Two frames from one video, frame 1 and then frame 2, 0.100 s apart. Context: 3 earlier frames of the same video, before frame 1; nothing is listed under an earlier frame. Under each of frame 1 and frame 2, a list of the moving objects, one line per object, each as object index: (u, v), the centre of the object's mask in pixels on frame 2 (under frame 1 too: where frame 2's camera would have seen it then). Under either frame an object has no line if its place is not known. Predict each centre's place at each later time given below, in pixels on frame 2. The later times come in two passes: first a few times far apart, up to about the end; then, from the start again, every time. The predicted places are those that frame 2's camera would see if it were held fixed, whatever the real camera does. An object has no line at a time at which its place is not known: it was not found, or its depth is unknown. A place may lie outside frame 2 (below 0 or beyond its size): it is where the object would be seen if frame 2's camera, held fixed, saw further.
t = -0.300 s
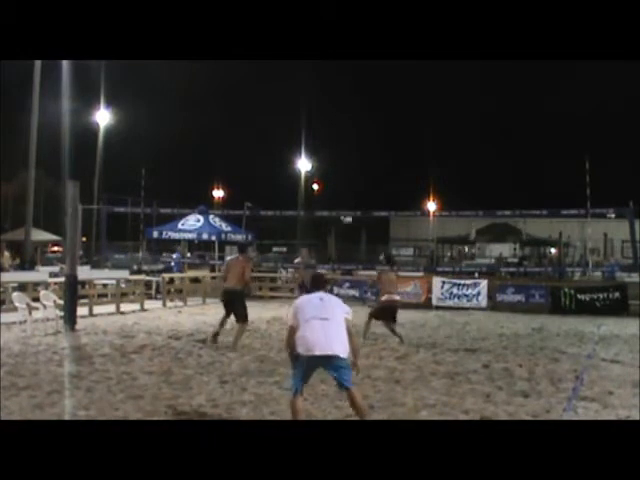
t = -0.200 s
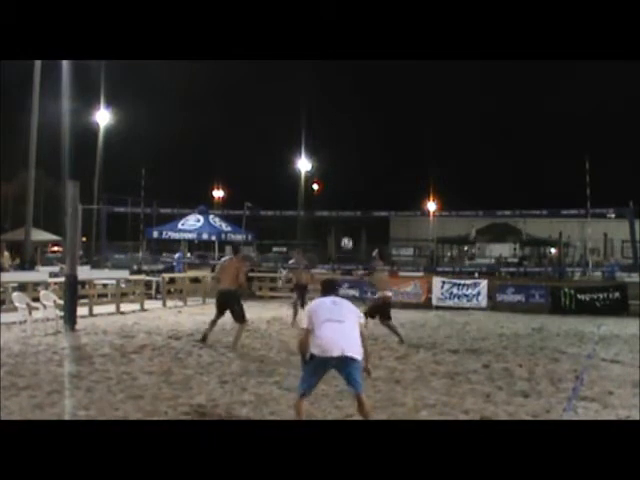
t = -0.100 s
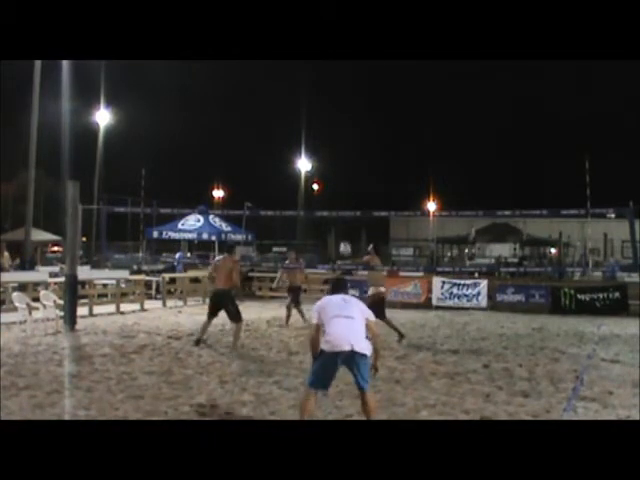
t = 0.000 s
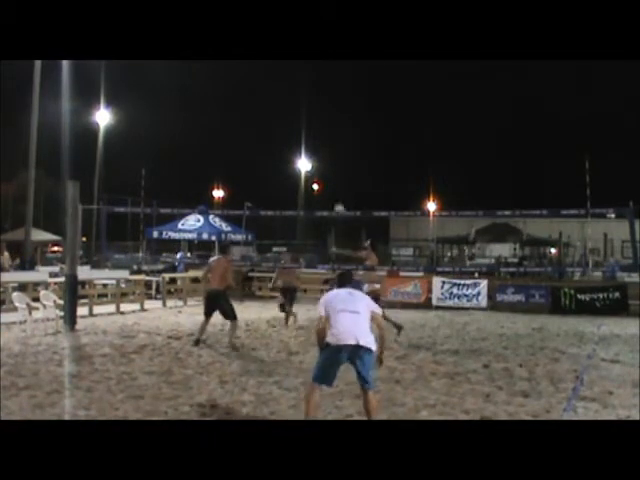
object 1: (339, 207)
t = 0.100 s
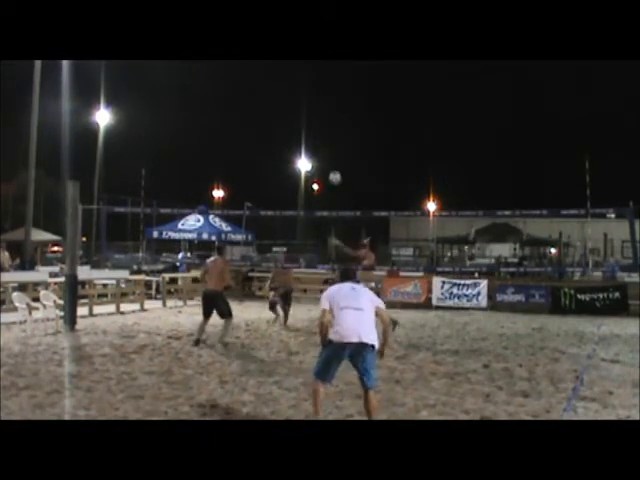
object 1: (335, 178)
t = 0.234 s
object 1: (328, 143)
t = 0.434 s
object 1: (319, 107)
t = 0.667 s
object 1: (309, 92)
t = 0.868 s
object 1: (301, 102)
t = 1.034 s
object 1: (294, 126)
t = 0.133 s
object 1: (333, 168)
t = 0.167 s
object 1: (331, 158)
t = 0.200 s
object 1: (330, 150)
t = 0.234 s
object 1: (328, 143)
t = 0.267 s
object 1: (327, 135)
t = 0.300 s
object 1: (325, 128)
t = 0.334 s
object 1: (324, 122)
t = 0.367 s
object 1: (322, 116)
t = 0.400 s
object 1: (321, 111)
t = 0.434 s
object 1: (319, 107)
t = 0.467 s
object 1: (318, 103)
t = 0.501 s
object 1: (316, 100)
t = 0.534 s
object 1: (315, 97)
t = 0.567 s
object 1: (313, 95)
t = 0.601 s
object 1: (312, 94)
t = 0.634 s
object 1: (311, 93)
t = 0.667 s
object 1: (309, 92)
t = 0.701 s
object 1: (308, 93)
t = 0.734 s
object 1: (306, 93)
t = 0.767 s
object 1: (305, 95)
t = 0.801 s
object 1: (303, 96)
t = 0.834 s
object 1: (302, 99)
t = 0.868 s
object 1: (301, 102)
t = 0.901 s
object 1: (300, 106)
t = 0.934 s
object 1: (298, 110)
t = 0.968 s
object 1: (296, 115)
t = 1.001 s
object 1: (295, 120)
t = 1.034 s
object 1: (294, 126)
